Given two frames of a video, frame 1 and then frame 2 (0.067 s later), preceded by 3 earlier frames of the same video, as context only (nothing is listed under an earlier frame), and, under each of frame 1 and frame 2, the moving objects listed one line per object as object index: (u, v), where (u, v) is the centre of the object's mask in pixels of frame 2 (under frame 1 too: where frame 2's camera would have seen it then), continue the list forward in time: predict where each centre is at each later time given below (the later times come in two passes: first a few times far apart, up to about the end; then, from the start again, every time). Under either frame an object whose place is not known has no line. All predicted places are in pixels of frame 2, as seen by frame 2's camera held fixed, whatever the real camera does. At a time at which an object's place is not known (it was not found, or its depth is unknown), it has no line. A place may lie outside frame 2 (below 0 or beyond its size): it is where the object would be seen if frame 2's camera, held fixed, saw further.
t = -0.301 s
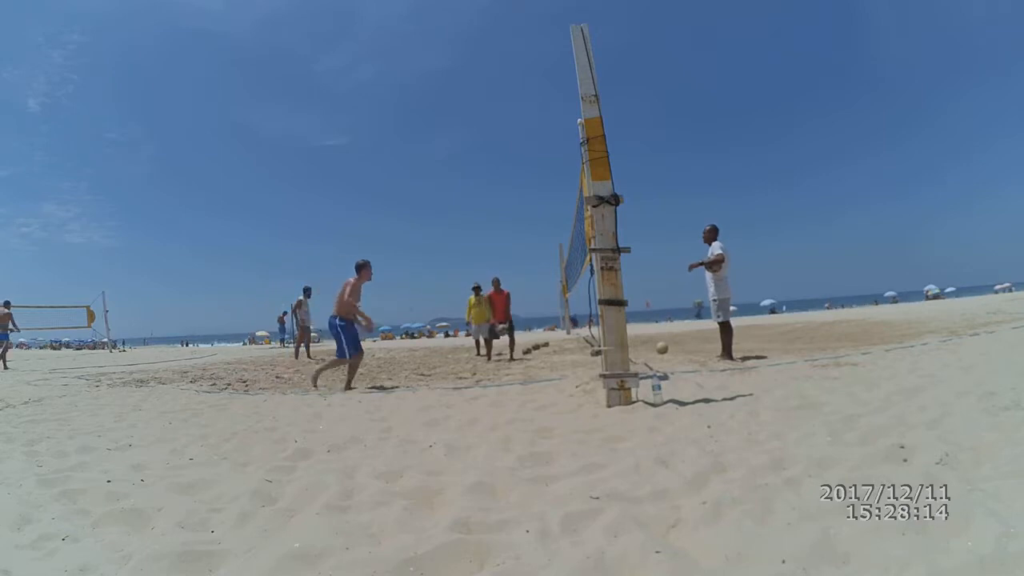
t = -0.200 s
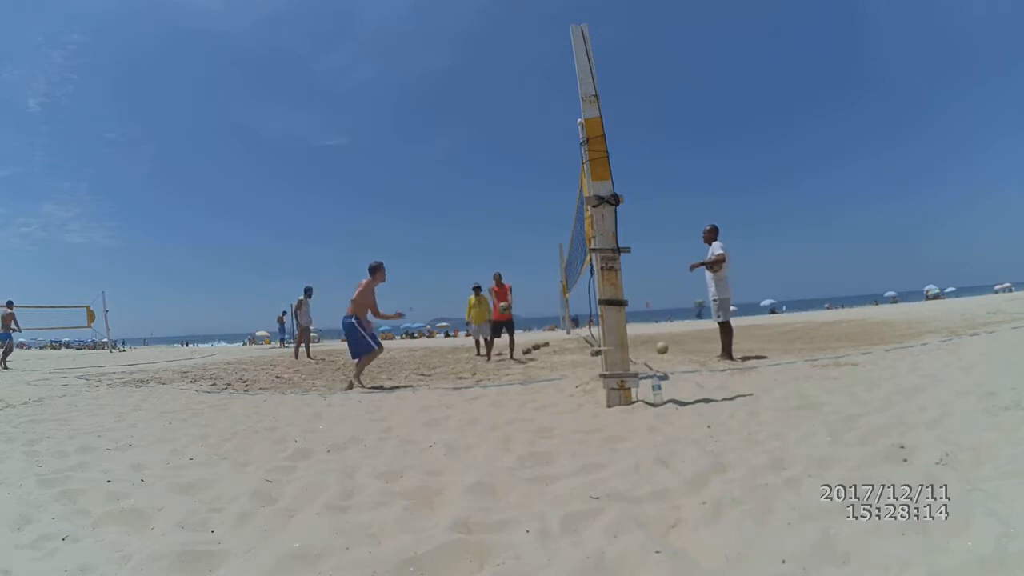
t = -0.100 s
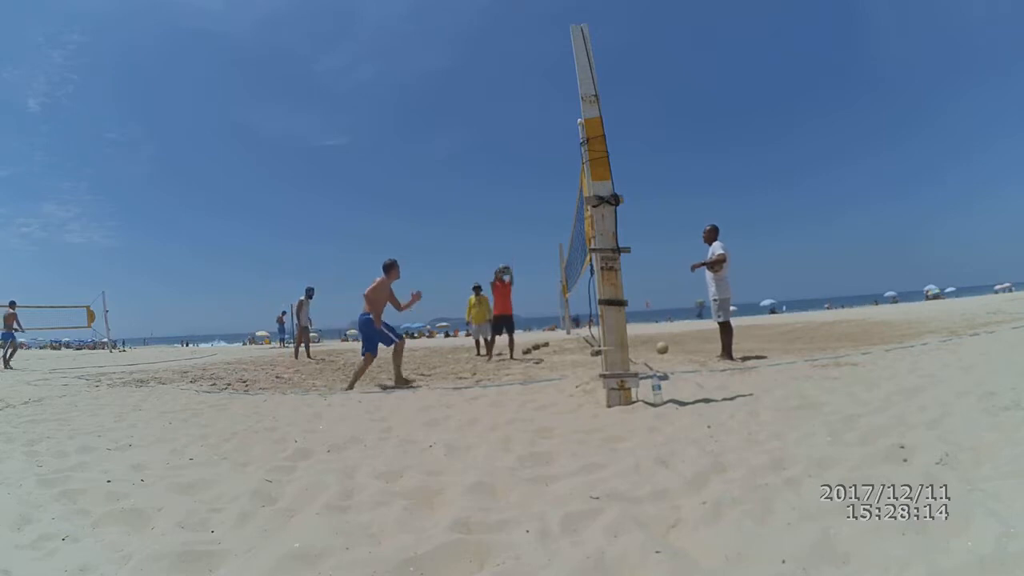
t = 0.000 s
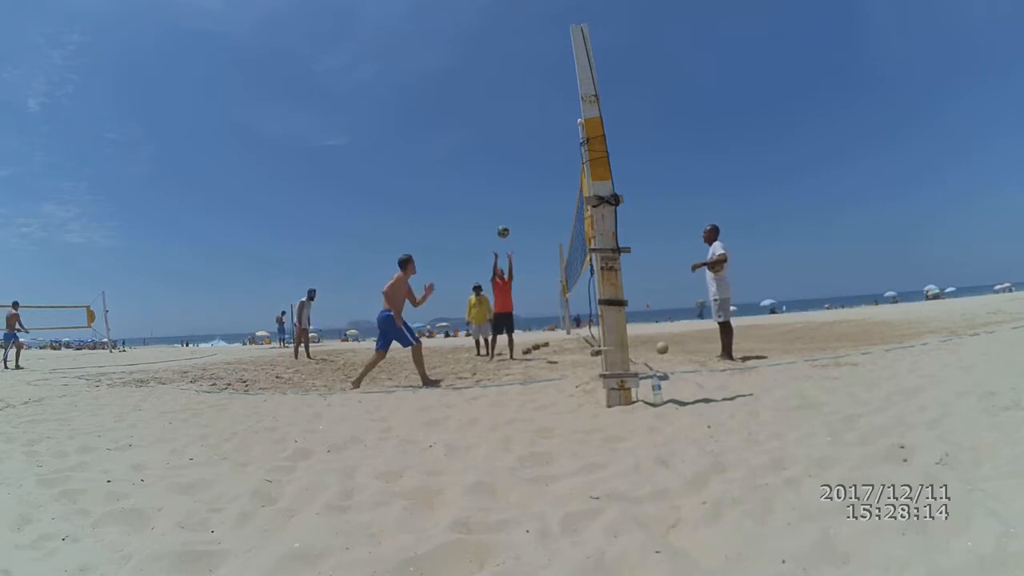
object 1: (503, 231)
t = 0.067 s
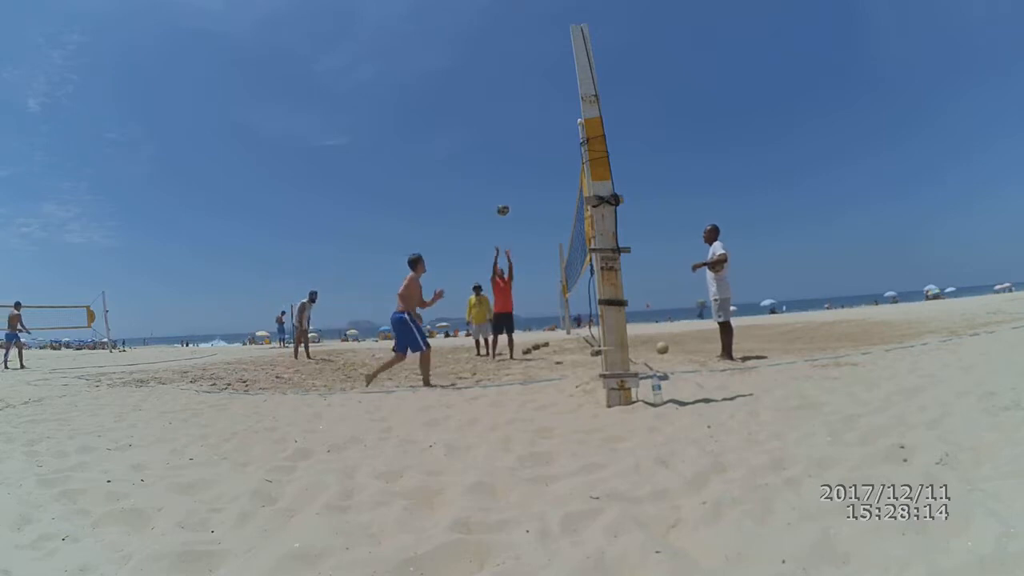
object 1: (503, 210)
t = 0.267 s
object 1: (502, 158)
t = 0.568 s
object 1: (504, 121)
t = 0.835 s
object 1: (510, 128)
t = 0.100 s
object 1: (503, 199)
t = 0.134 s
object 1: (503, 189)
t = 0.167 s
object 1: (503, 181)
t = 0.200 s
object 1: (503, 172)
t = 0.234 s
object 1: (502, 165)
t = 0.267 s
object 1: (502, 158)
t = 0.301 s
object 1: (503, 151)
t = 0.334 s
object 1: (503, 146)
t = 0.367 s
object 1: (503, 140)
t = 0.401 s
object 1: (503, 135)
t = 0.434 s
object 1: (503, 131)
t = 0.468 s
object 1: (504, 128)
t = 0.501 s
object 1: (504, 125)
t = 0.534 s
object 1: (504, 122)
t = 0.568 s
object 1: (504, 121)
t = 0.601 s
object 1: (505, 119)
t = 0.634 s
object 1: (506, 119)
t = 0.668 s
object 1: (506, 118)
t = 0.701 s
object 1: (507, 119)
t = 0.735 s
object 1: (507, 120)
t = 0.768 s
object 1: (508, 122)
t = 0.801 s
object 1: (509, 125)
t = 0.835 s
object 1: (510, 128)
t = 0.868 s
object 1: (511, 132)
